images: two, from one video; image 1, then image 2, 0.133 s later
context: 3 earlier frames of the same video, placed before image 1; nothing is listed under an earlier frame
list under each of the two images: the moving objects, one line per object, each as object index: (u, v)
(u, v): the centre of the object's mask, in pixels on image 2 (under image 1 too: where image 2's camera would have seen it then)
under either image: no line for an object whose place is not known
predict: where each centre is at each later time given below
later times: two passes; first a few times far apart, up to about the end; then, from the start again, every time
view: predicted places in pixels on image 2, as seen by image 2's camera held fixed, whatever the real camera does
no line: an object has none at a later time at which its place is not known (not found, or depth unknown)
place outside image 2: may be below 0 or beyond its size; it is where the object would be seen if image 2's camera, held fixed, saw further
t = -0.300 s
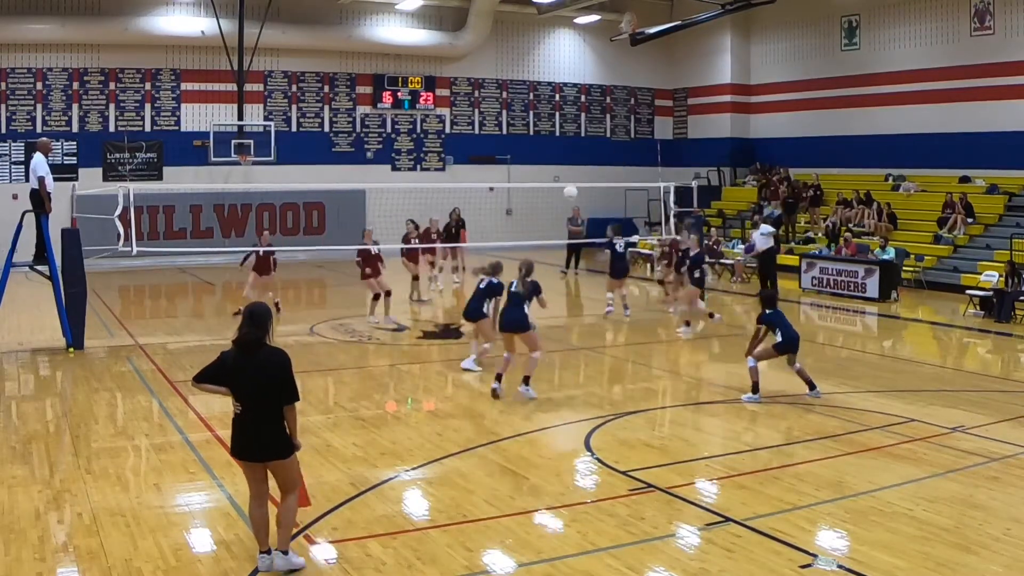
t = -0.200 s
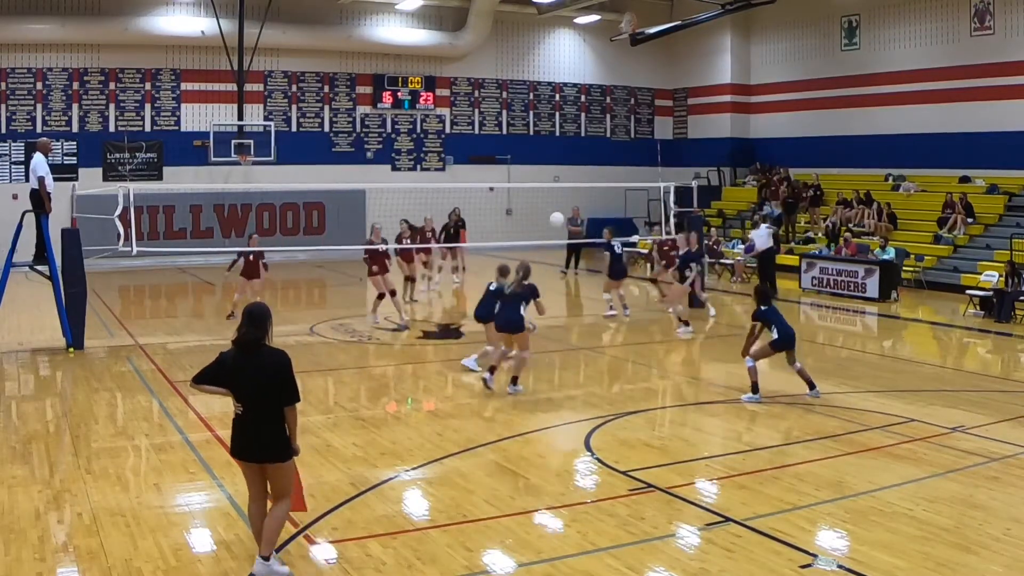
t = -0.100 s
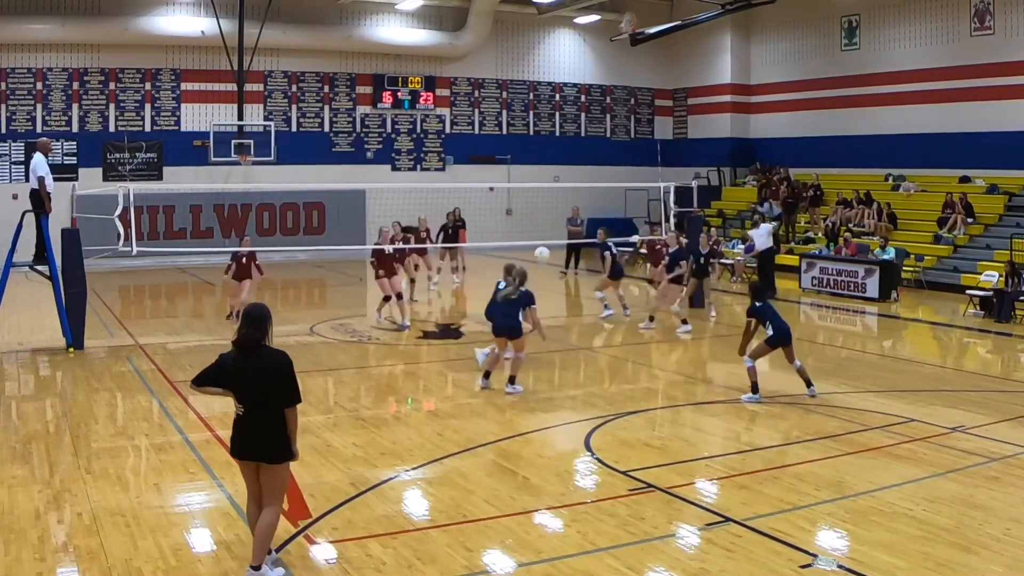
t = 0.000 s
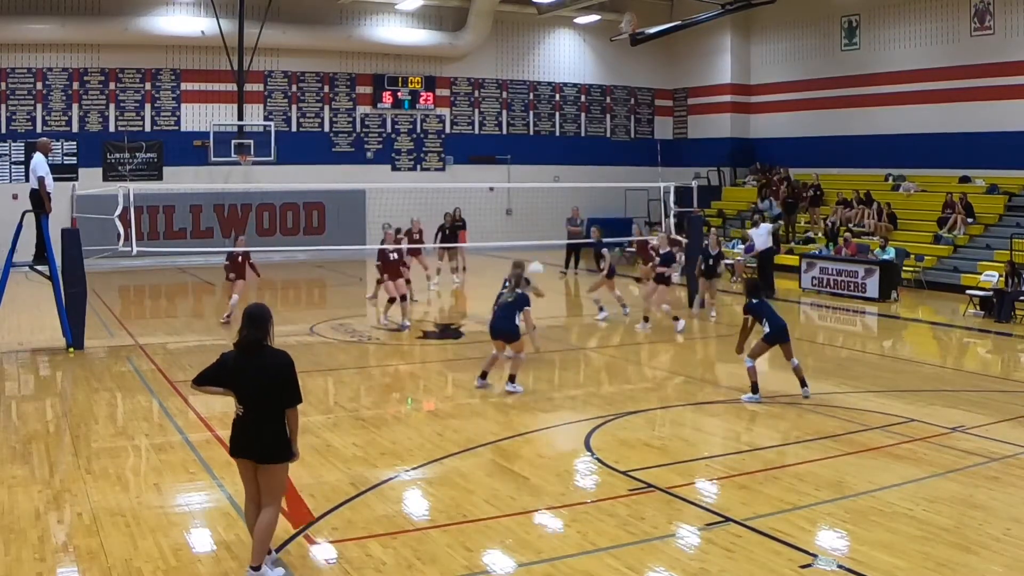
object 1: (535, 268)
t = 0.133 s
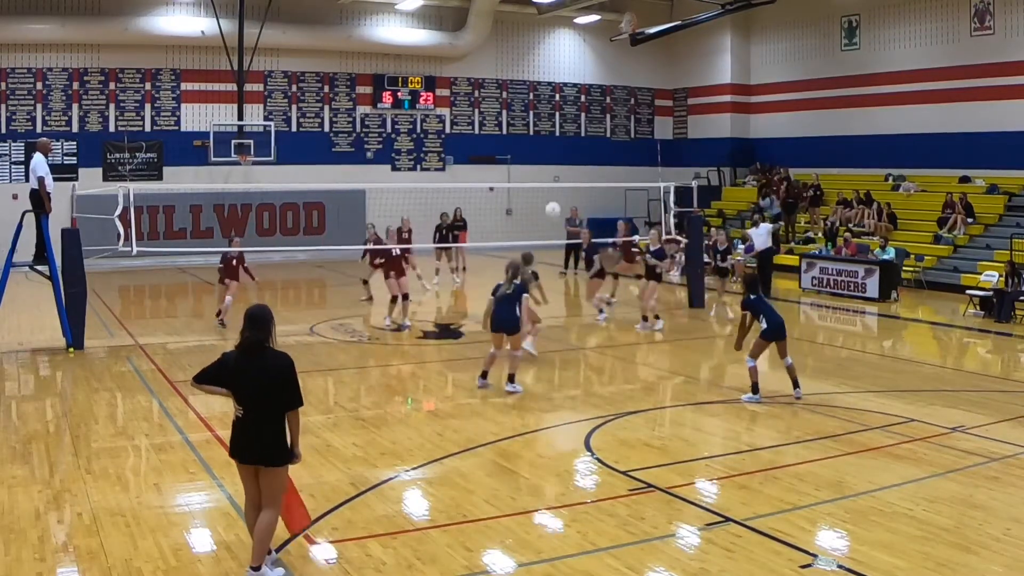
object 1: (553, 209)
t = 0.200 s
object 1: (561, 184)
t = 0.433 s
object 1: (588, 128)
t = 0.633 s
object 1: (609, 110)
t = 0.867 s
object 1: (632, 123)
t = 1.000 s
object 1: (644, 144)
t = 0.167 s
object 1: (557, 196)
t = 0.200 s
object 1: (561, 184)
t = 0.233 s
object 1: (565, 173)
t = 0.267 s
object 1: (569, 163)
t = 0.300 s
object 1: (573, 156)
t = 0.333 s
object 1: (577, 148)
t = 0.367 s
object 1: (580, 141)
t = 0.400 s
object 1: (584, 134)
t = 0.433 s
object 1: (588, 128)
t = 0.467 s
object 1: (592, 123)
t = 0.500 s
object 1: (595, 119)
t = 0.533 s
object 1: (598, 116)
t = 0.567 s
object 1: (602, 113)
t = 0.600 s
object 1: (605, 112)
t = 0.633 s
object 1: (609, 110)
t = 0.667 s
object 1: (612, 110)
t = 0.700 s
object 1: (616, 110)
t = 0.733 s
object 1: (619, 111)
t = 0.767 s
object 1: (622, 113)
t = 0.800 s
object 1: (625, 115)
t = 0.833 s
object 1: (629, 119)
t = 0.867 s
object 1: (632, 123)
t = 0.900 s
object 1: (635, 127)
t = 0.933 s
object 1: (638, 132)
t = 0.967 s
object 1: (641, 138)
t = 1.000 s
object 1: (644, 144)
